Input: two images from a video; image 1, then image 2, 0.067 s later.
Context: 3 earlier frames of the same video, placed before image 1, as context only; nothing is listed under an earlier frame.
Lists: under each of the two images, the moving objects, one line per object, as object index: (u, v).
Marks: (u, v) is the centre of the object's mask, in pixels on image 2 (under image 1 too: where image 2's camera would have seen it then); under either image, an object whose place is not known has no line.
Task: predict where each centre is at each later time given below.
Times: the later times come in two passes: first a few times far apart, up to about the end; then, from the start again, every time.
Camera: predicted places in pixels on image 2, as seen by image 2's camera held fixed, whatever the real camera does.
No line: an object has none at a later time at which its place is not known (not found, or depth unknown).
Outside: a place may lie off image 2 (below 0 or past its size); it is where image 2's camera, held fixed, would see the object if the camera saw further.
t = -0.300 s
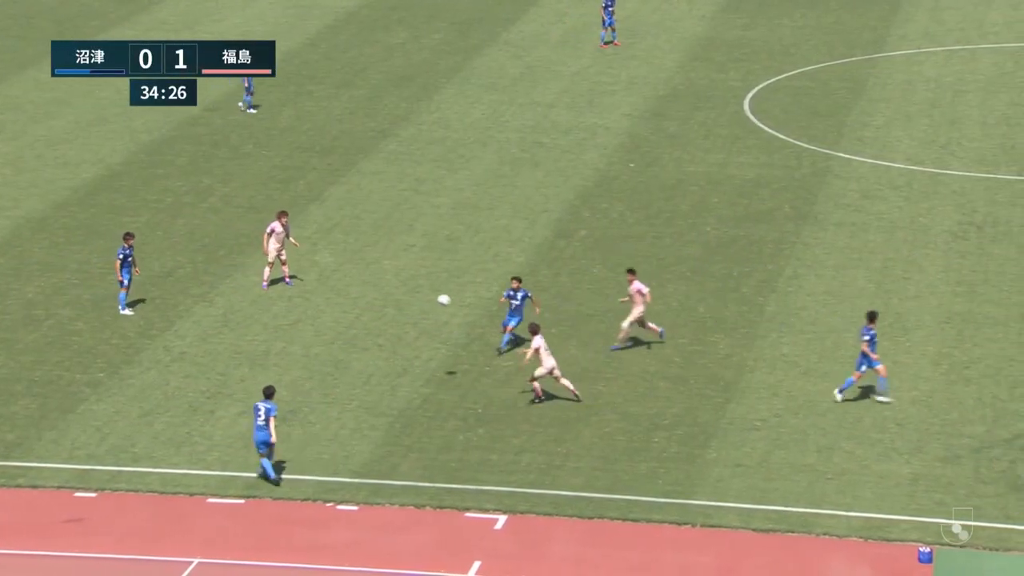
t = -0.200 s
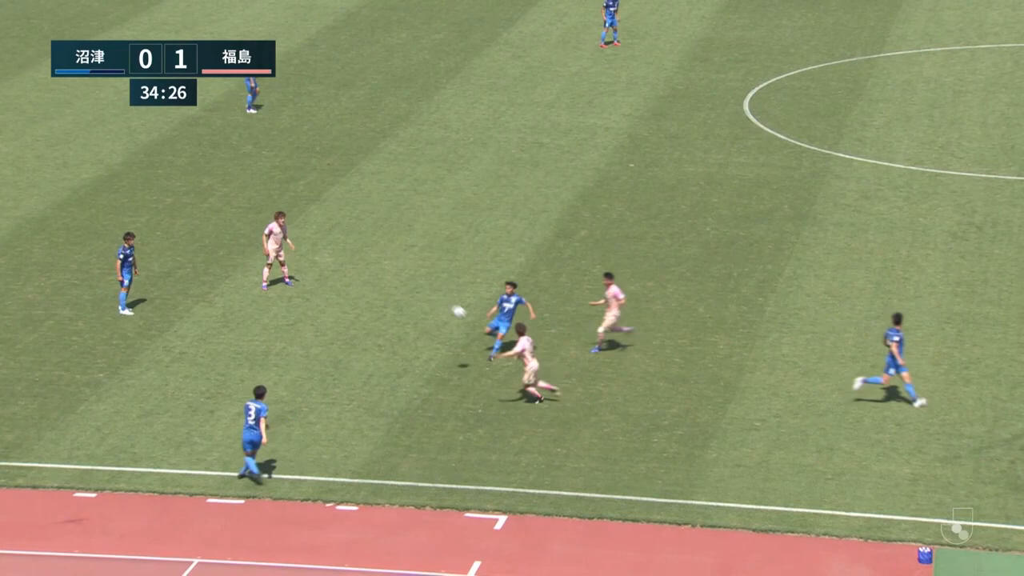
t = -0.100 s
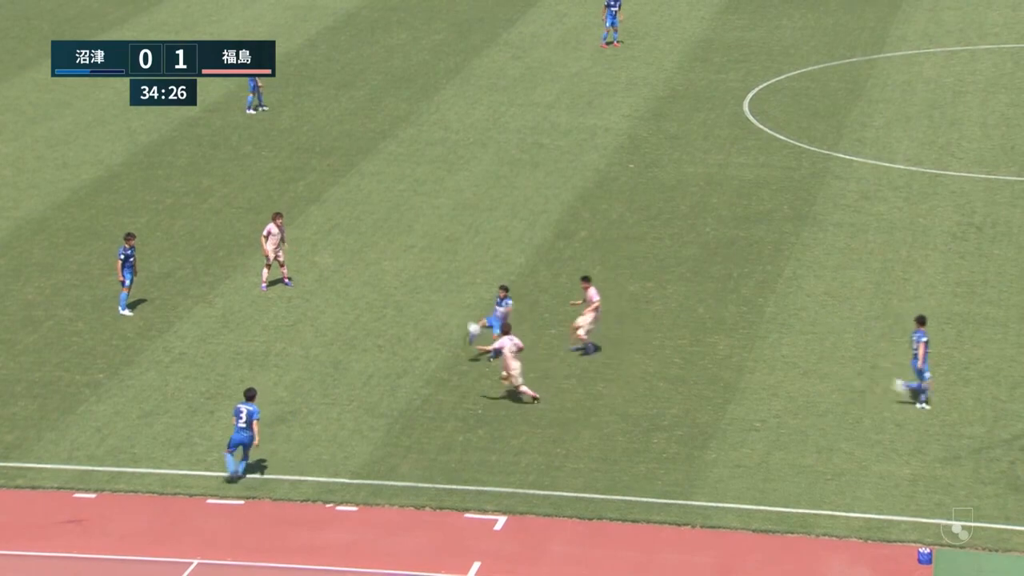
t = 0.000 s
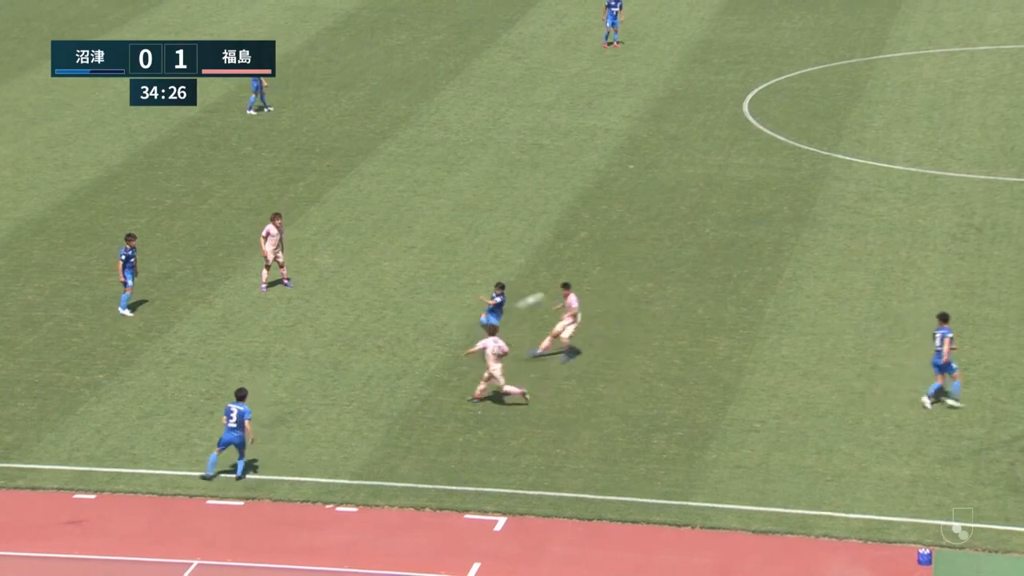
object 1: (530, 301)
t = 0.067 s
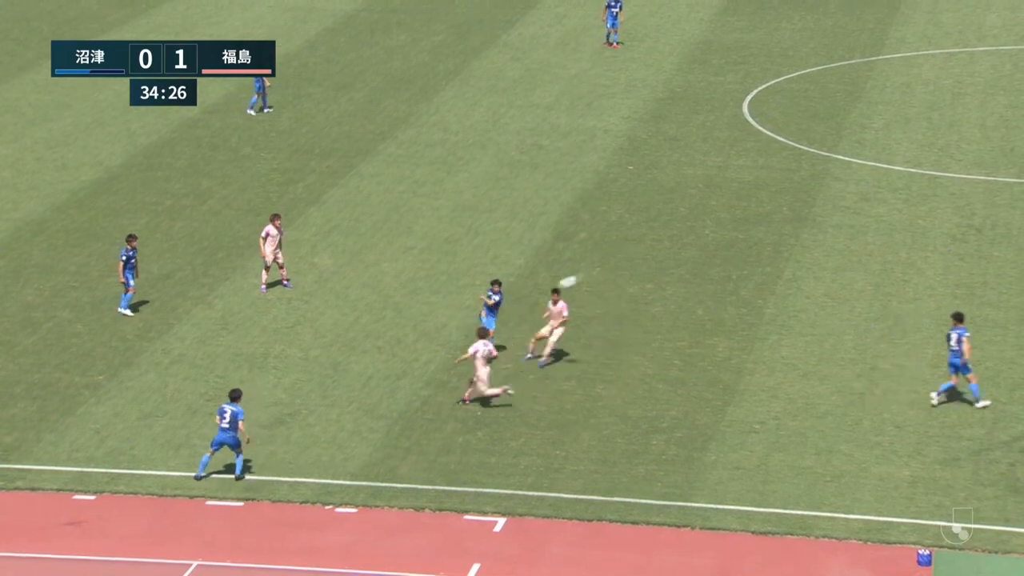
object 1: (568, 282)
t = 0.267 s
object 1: (699, 232)
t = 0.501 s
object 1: (853, 206)
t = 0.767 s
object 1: (1023, 217)
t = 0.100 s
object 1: (591, 271)
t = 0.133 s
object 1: (613, 262)
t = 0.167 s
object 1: (633, 254)
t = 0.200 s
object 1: (656, 246)
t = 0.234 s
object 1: (679, 239)
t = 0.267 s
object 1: (699, 232)
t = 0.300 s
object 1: (722, 227)
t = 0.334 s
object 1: (744, 221)
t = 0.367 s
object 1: (764, 217)
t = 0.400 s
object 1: (787, 213)
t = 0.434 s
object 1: (809, 210)
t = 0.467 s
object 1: (831, 208)
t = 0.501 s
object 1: (853, 206)
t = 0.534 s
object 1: (875, 206)
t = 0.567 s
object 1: (896, 205)
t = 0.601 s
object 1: (917, 206)
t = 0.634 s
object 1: (939, 207)
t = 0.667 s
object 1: (960, 208)
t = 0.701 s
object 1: (981, 211)
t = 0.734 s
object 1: (1001, 214)
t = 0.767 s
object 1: (1023, 217)
